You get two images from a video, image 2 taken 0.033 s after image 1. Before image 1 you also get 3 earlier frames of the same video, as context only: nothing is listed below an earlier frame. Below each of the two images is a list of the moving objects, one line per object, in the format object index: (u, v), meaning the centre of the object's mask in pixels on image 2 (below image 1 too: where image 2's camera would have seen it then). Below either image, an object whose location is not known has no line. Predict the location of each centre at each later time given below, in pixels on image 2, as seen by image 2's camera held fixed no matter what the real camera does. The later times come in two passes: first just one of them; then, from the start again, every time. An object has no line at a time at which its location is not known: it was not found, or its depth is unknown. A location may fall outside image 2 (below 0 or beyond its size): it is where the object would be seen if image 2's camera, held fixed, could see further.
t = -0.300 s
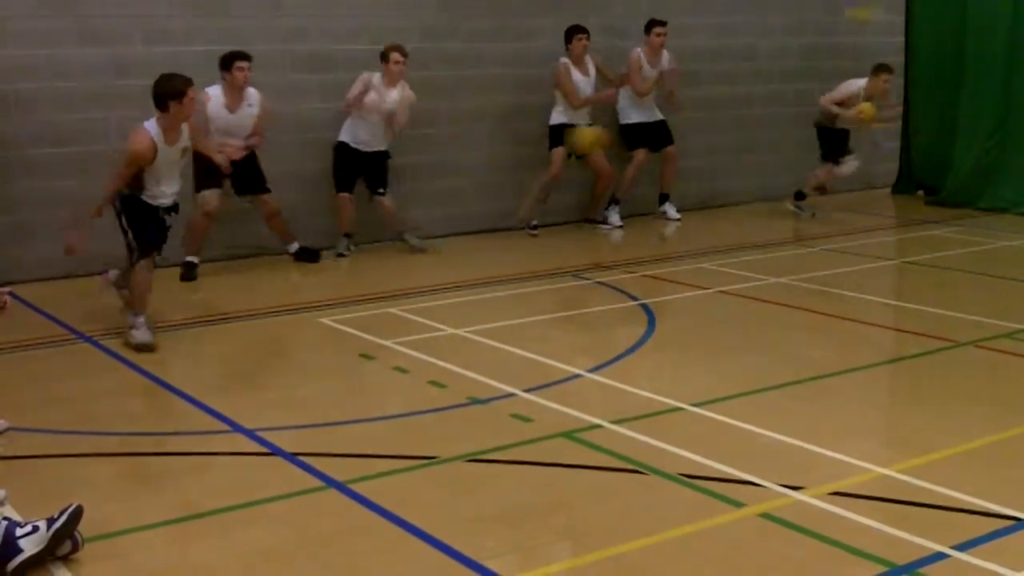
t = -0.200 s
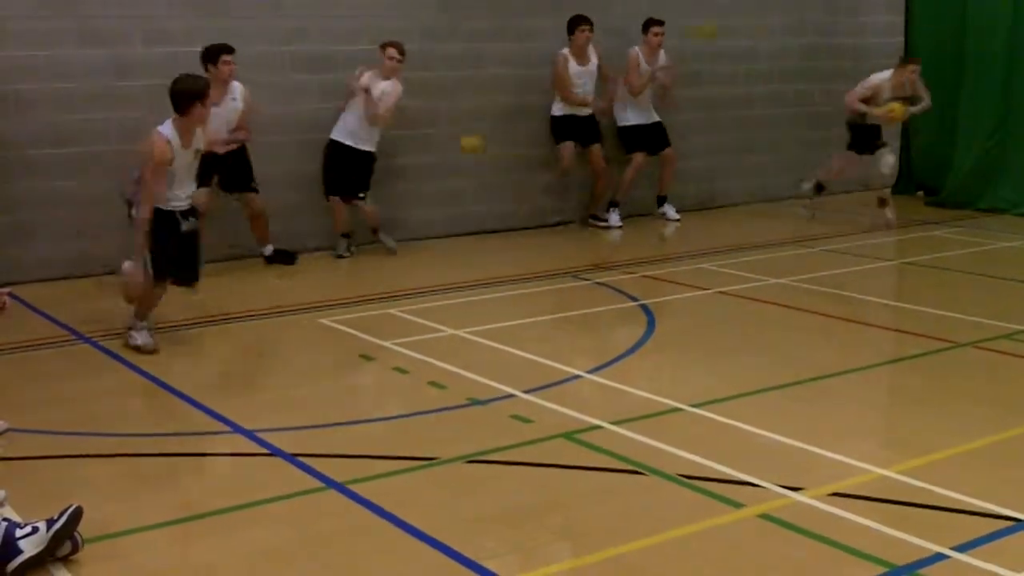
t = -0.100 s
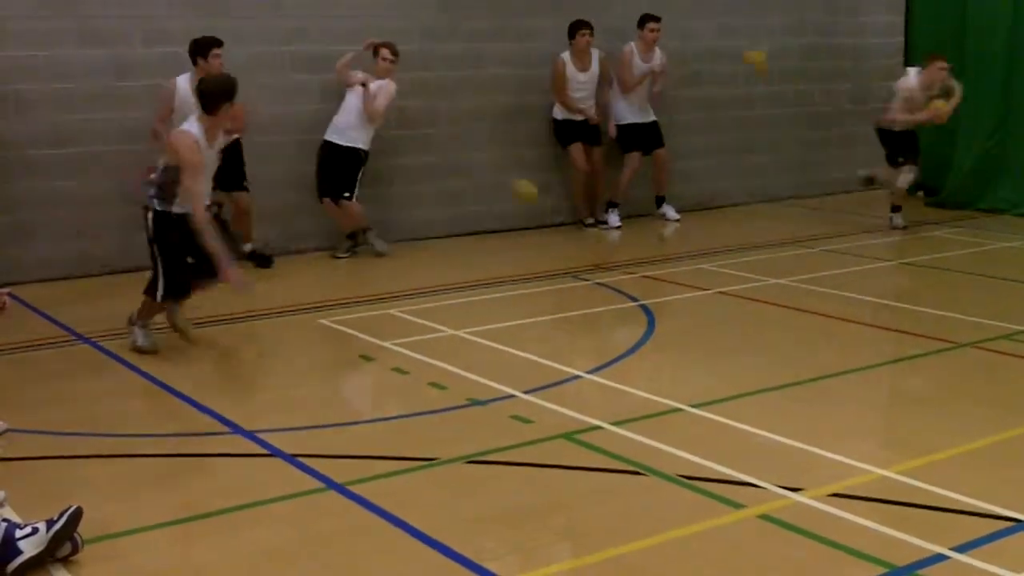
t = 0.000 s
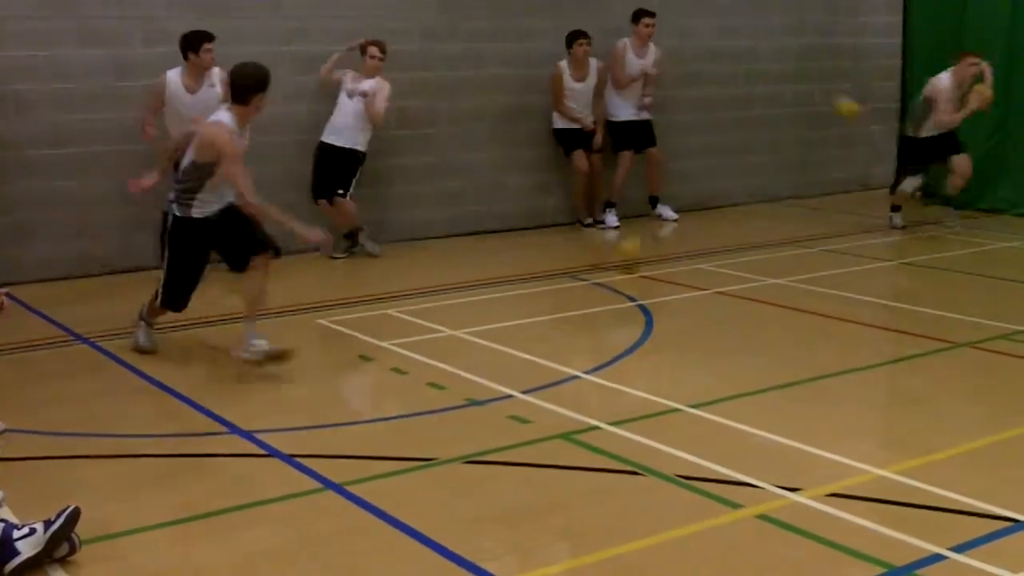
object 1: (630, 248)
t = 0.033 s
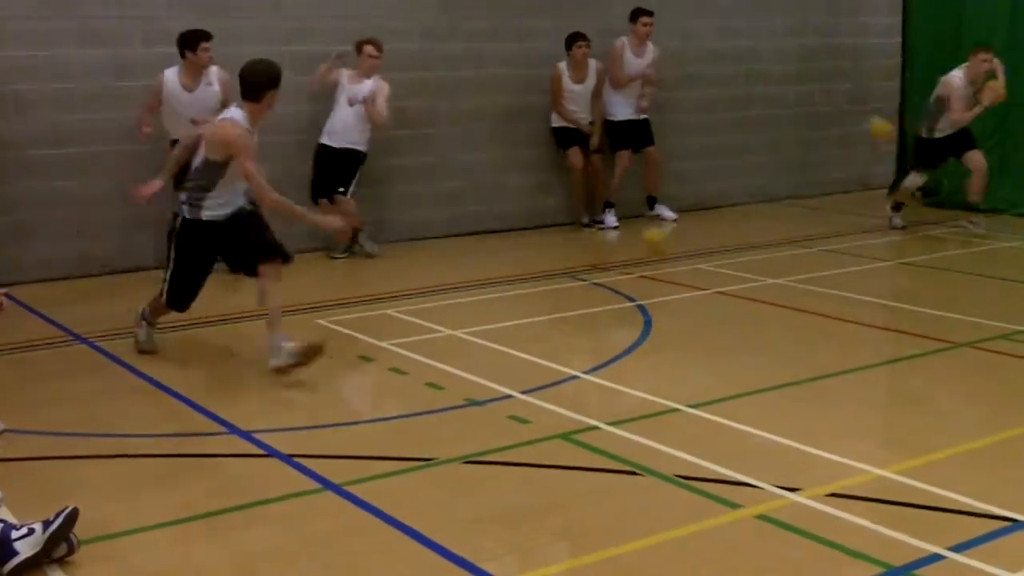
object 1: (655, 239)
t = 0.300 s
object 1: (866, 200)
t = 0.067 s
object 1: (677, 228)
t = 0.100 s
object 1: (703, 215)
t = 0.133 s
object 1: (730, 213)
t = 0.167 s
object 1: (759, 203)
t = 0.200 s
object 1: (782, 202)
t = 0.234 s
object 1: (806, 199)
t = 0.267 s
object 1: (835, 197)
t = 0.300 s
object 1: (866, 200)
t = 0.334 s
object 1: (896, 206)
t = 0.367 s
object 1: (925, 212)
